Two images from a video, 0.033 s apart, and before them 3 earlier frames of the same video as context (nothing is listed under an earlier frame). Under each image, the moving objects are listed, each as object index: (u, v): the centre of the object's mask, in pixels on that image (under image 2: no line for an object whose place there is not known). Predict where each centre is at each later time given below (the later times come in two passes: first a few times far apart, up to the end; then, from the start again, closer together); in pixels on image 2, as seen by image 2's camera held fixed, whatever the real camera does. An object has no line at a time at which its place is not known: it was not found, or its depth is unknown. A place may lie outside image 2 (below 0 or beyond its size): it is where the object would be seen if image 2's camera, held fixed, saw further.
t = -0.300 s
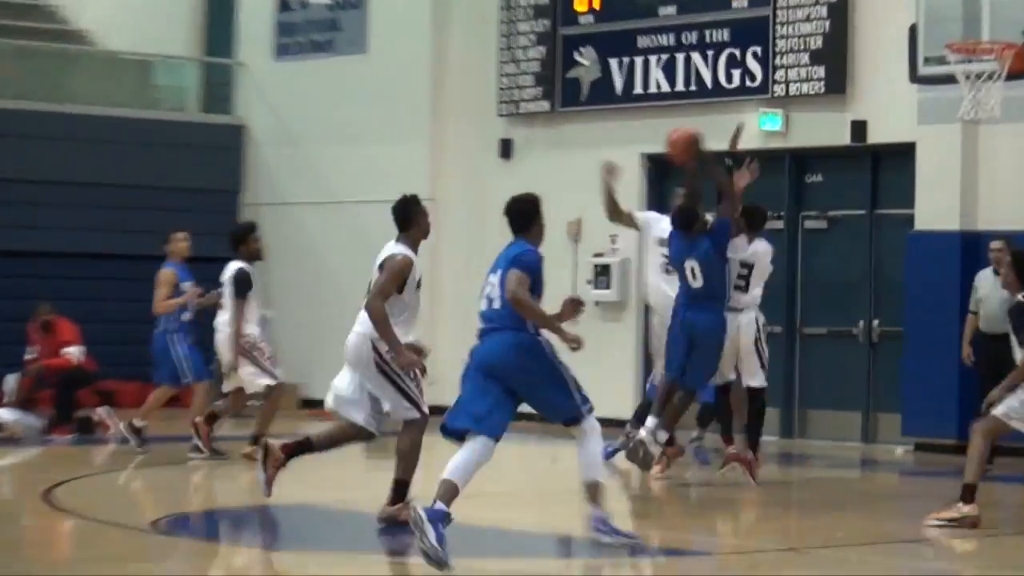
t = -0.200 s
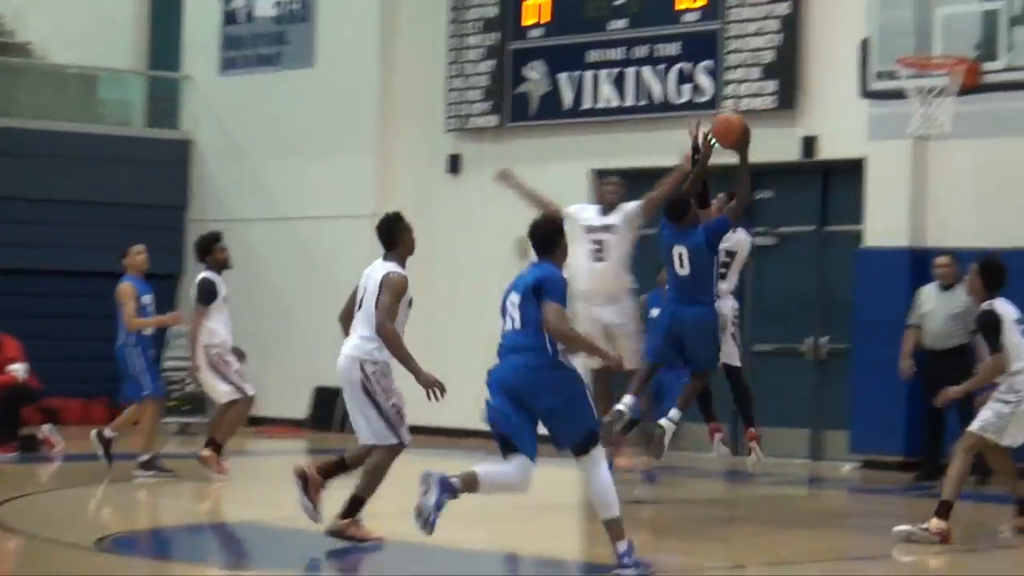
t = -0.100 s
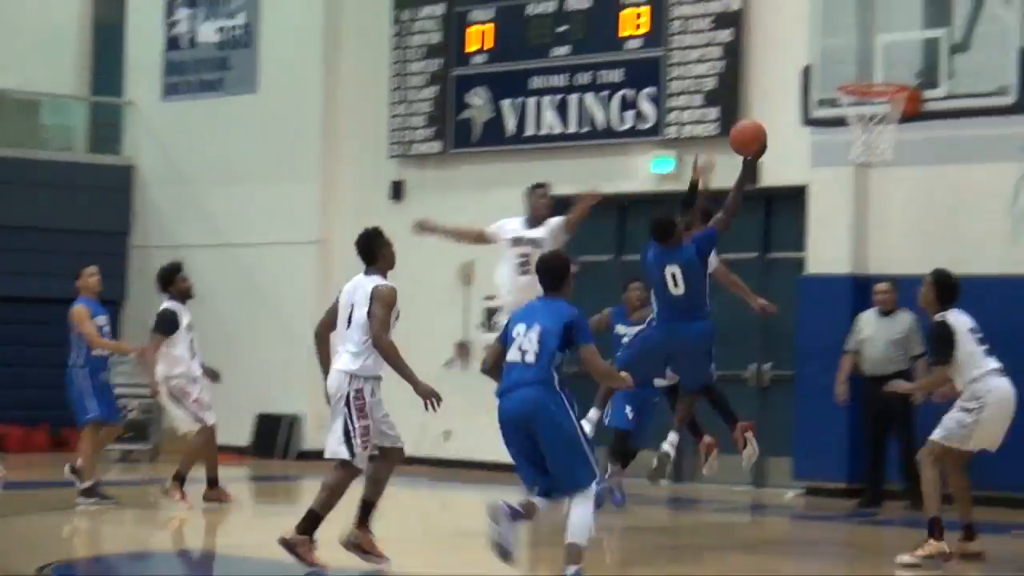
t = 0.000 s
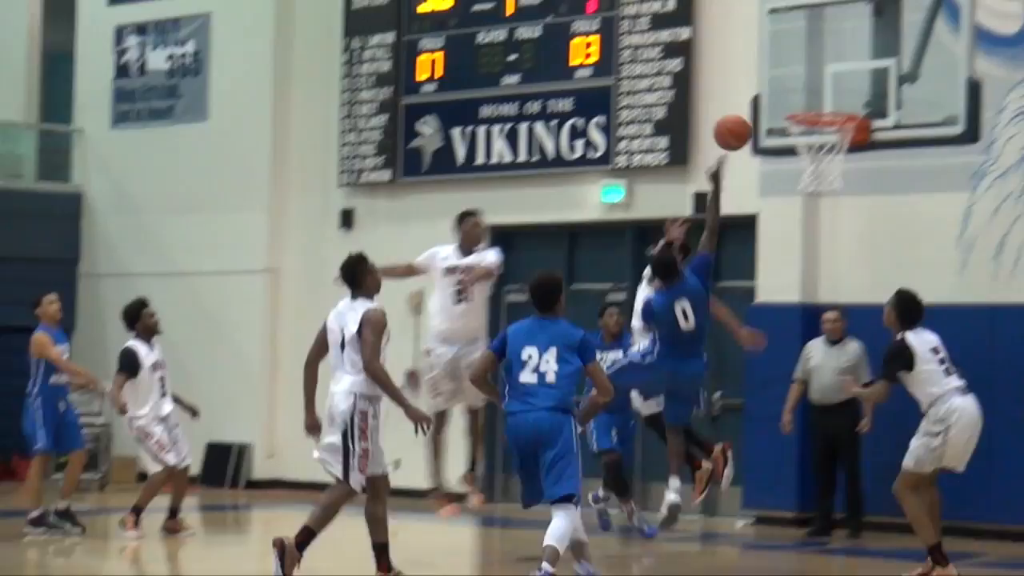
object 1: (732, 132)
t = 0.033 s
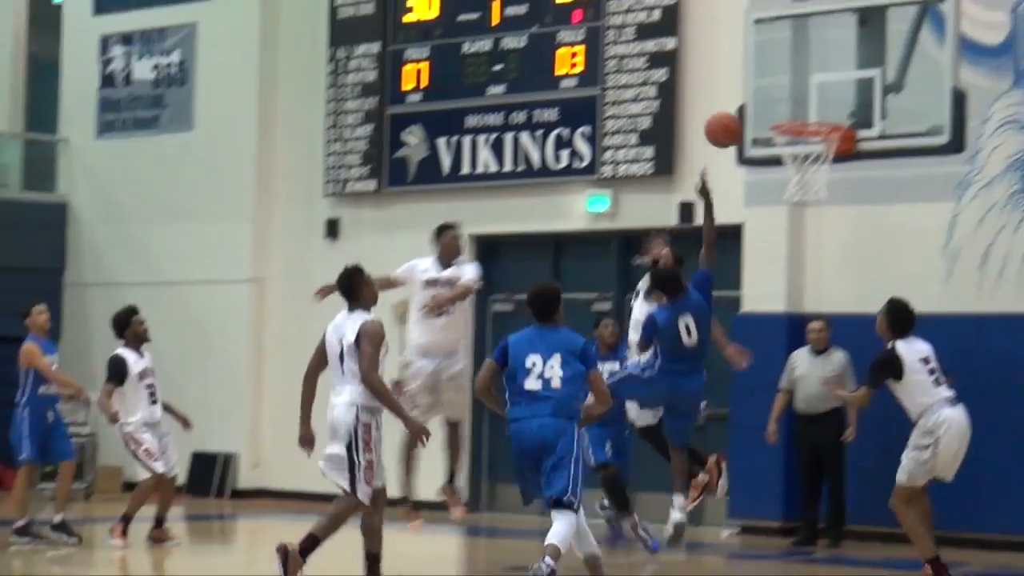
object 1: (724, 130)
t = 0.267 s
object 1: (760, 89)
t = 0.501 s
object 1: (796, 117)
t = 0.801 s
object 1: (817, 216)
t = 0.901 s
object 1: (824, 264)
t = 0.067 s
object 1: (728, 119)
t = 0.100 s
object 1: (734, 110)
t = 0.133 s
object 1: (739, 102)
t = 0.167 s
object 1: (744, 96)
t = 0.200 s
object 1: (750, 92)
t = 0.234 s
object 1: (755, 89)
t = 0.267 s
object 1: (760, 89)
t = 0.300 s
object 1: (766, 89)
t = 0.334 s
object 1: (771, 91)
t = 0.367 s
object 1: (776, 95)
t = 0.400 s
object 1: (781, 100)
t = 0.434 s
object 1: (786, 107)
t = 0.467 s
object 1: (791, 112)
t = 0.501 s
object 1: (796, 117)
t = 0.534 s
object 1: (801, 140)
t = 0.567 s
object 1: (803, 144)
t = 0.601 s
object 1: (806, 152)
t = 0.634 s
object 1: (807, 167)
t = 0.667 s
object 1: (811, 174)
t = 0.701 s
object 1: (811, 182)
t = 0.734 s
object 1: (812, 189)
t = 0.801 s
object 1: (817, 216)
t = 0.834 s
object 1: (819, 230)
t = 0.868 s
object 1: (821, 246)
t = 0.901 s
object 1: (824, 264)
